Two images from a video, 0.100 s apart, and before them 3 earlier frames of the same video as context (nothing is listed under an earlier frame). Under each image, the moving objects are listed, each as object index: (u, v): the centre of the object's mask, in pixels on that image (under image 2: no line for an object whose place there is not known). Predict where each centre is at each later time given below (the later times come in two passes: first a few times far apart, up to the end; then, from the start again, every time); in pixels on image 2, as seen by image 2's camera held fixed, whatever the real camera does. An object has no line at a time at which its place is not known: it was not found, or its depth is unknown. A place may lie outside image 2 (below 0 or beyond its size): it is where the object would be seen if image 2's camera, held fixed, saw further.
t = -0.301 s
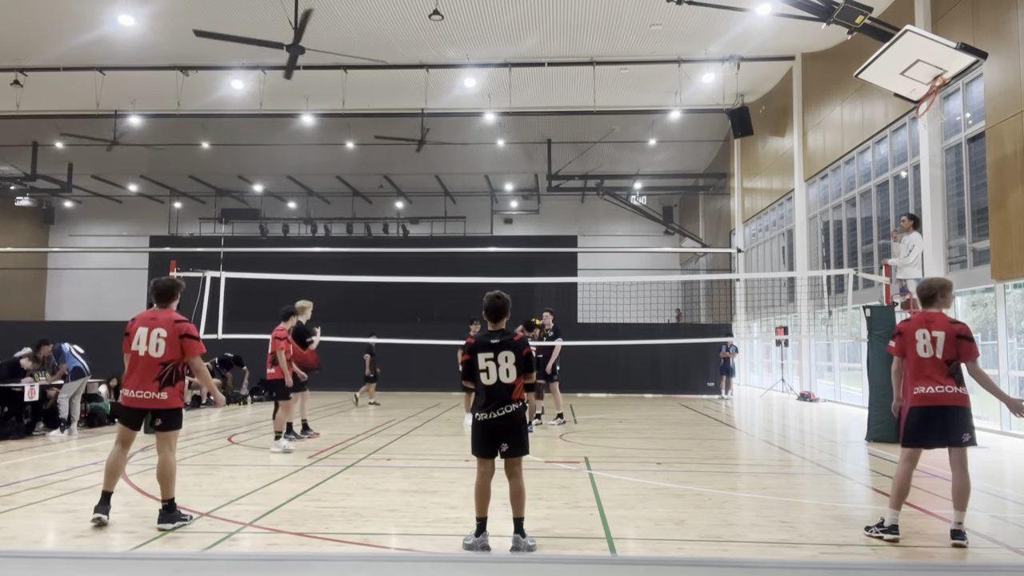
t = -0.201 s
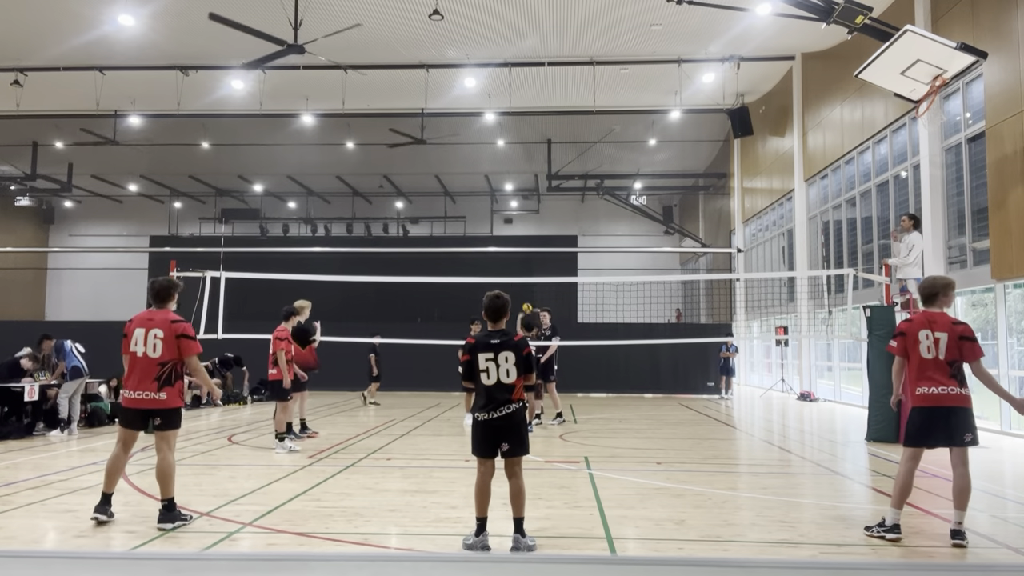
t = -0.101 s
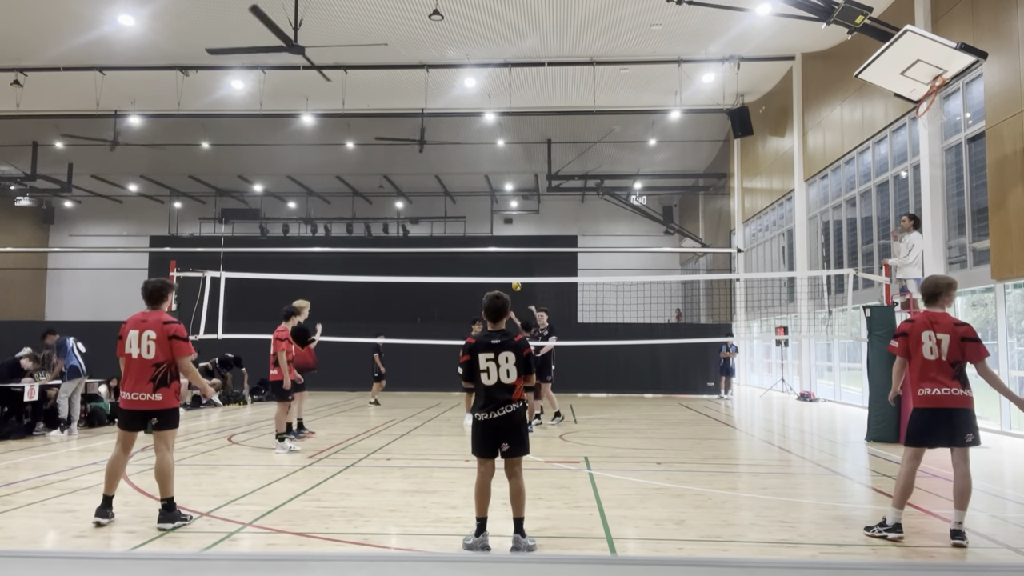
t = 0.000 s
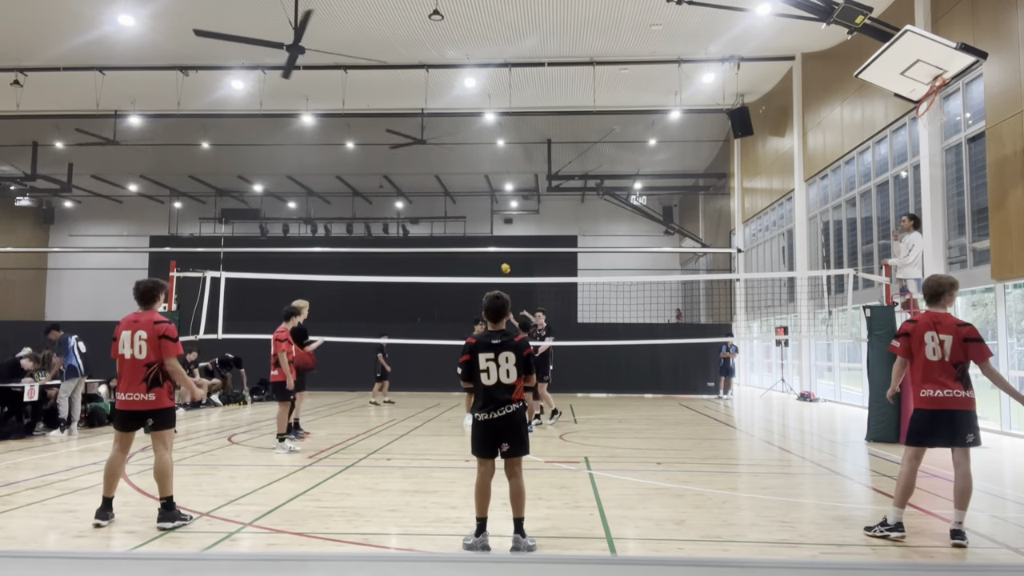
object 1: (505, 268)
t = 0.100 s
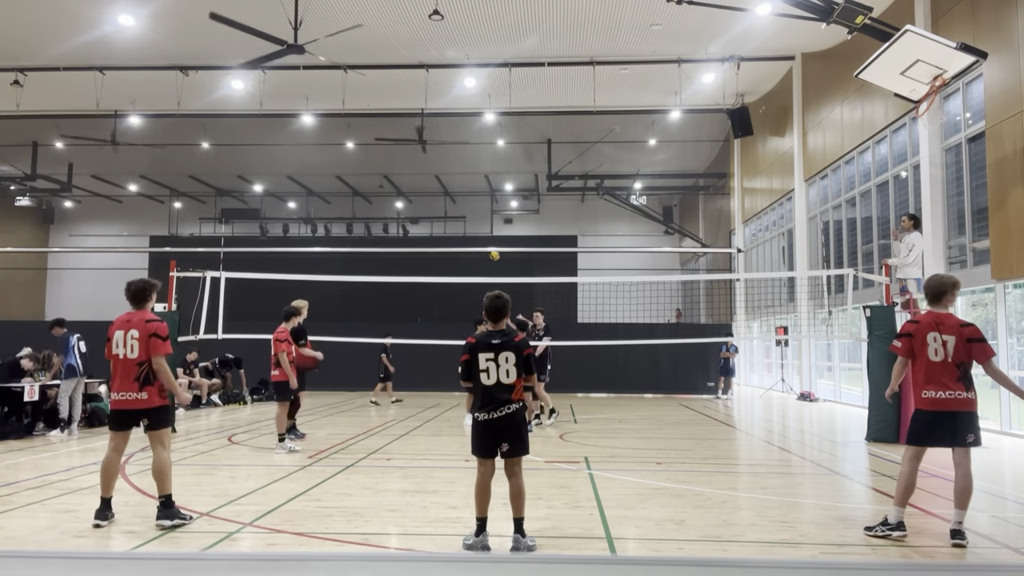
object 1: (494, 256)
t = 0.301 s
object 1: (473, 243)
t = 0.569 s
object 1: (446, 255)
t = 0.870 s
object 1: (417, 299)
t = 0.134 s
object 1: (491, 252)
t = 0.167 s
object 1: (487, 250)
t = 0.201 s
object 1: (484, 247)
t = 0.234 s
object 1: (480, 245)
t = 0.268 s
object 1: (476, 244)
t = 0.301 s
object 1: (473, 243)
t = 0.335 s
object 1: (470, 243)
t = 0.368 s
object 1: (466, 243)
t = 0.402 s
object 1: (463, 244)
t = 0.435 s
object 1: (460, 245)
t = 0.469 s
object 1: (456, 246)
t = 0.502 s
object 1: (453, 248)
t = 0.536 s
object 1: (450, 251)
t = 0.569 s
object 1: (446, 255)
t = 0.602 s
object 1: (443, 257)
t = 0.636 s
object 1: (440, 261)
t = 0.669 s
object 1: (436, 265)
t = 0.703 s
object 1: (433, 269)
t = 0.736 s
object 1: (430, 273)
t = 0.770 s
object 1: (427, 283)
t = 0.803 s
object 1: (424, 286)
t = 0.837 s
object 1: (421, 292)
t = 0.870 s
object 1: (417, 299)
